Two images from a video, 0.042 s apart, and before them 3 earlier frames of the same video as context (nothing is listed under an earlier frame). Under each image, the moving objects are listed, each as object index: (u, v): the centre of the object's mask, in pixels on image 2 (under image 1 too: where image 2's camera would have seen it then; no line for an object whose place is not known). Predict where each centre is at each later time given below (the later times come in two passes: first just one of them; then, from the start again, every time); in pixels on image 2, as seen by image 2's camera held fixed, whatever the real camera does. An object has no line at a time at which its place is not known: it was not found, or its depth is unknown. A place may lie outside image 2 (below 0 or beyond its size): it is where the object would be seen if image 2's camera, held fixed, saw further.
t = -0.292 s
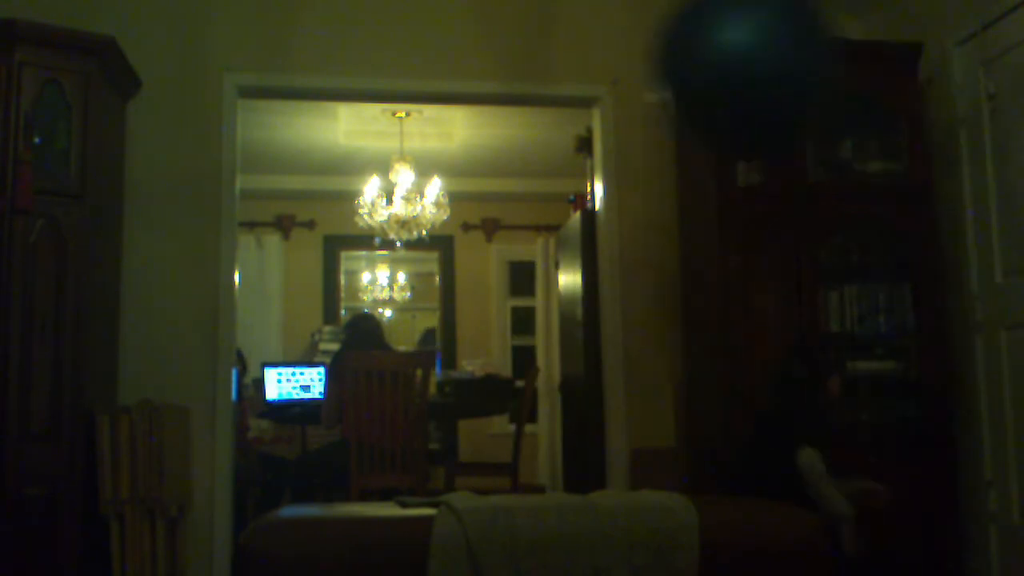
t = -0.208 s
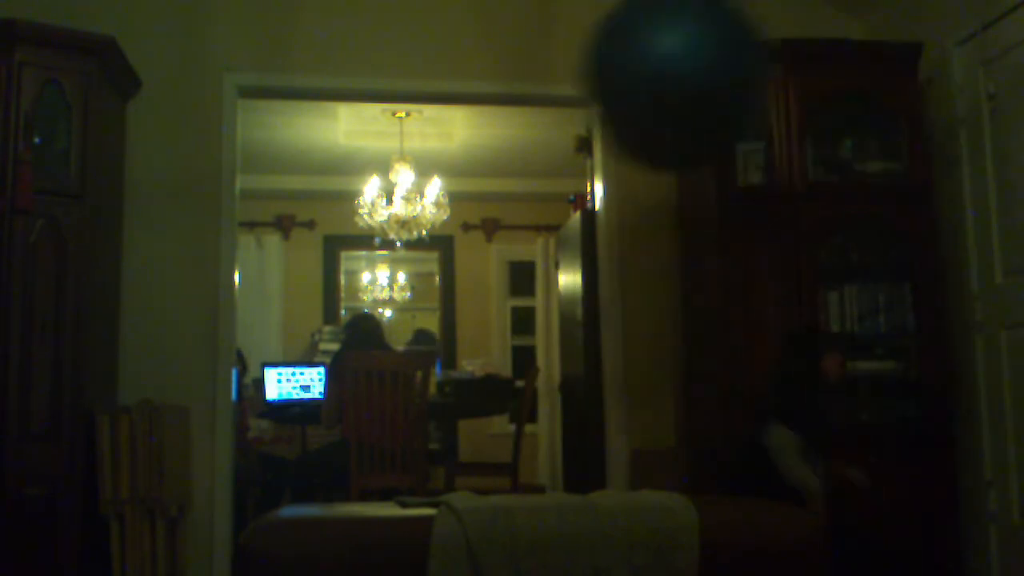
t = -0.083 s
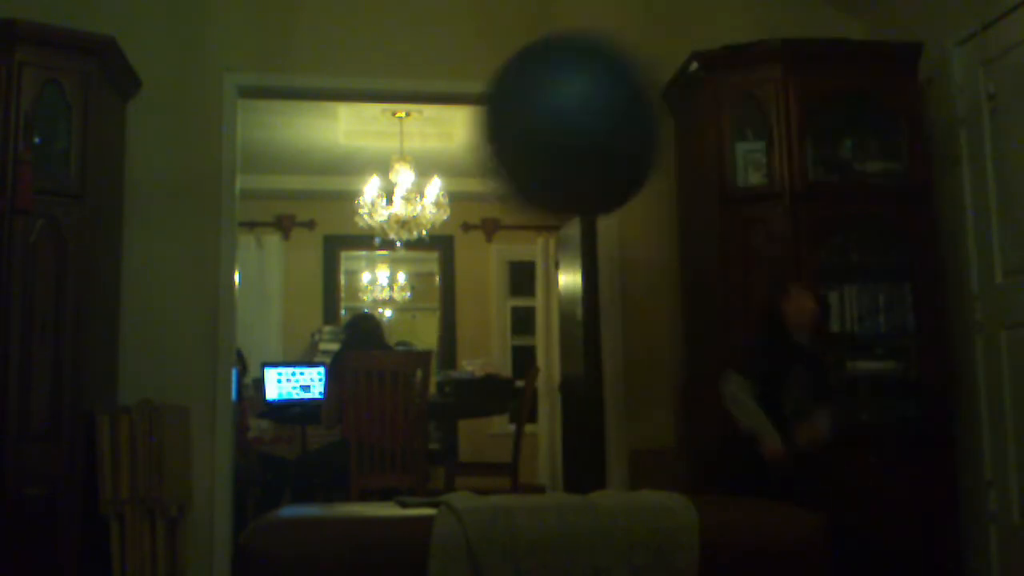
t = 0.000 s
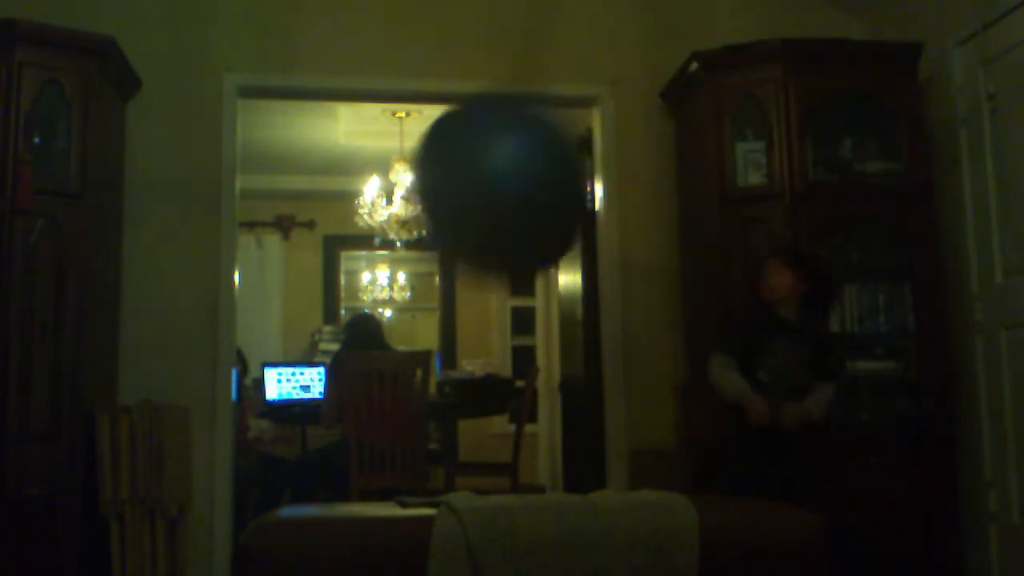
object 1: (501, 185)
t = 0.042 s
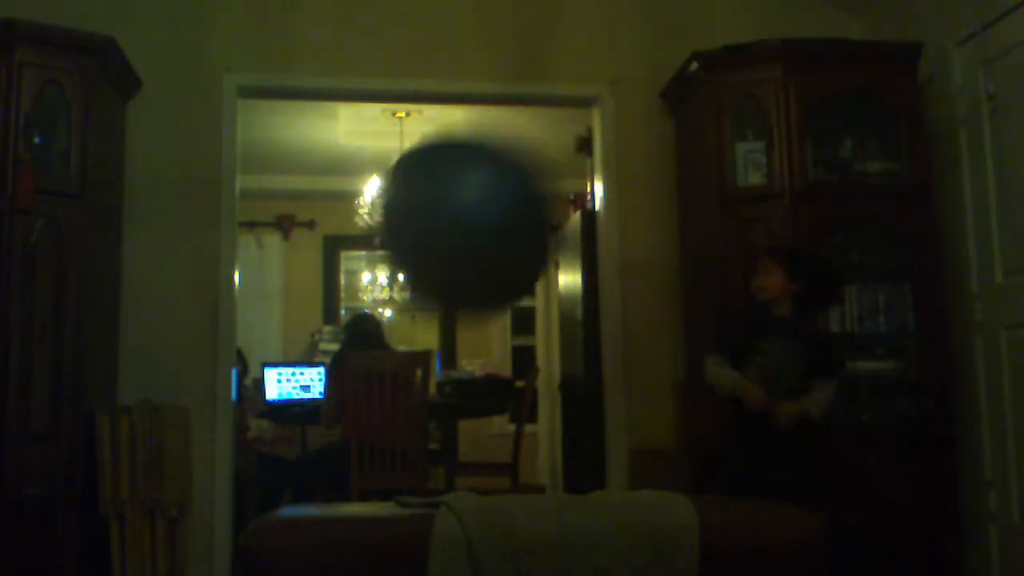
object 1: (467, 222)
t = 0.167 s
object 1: (352, 360)
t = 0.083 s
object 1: (429, 266)
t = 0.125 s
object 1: (391, 318)
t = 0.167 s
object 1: (352, 360)
